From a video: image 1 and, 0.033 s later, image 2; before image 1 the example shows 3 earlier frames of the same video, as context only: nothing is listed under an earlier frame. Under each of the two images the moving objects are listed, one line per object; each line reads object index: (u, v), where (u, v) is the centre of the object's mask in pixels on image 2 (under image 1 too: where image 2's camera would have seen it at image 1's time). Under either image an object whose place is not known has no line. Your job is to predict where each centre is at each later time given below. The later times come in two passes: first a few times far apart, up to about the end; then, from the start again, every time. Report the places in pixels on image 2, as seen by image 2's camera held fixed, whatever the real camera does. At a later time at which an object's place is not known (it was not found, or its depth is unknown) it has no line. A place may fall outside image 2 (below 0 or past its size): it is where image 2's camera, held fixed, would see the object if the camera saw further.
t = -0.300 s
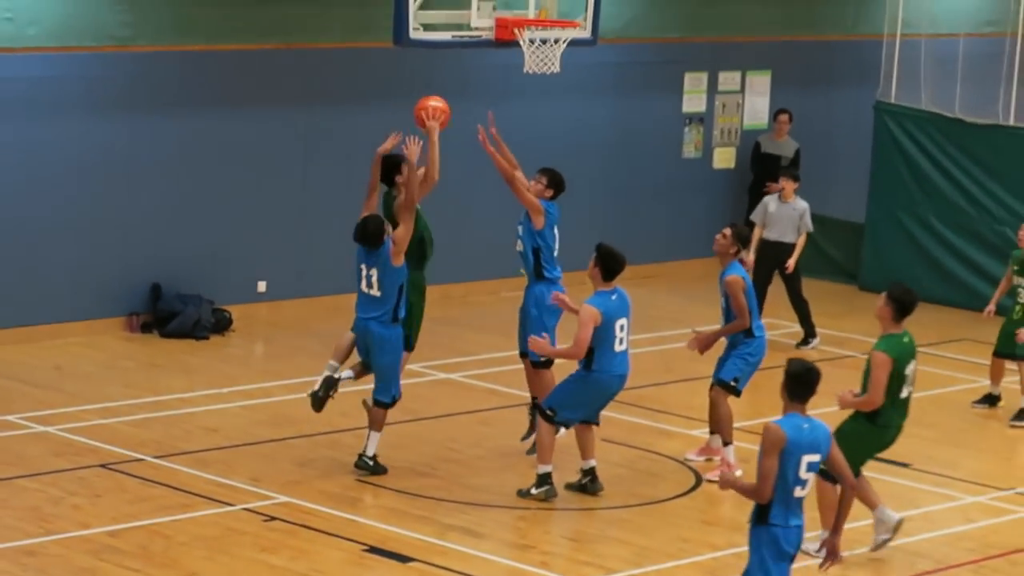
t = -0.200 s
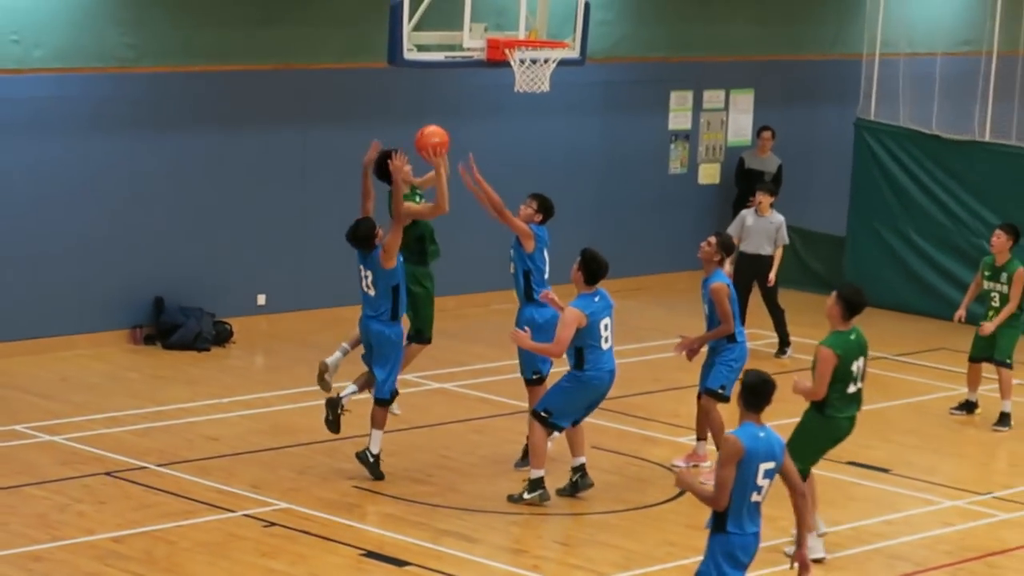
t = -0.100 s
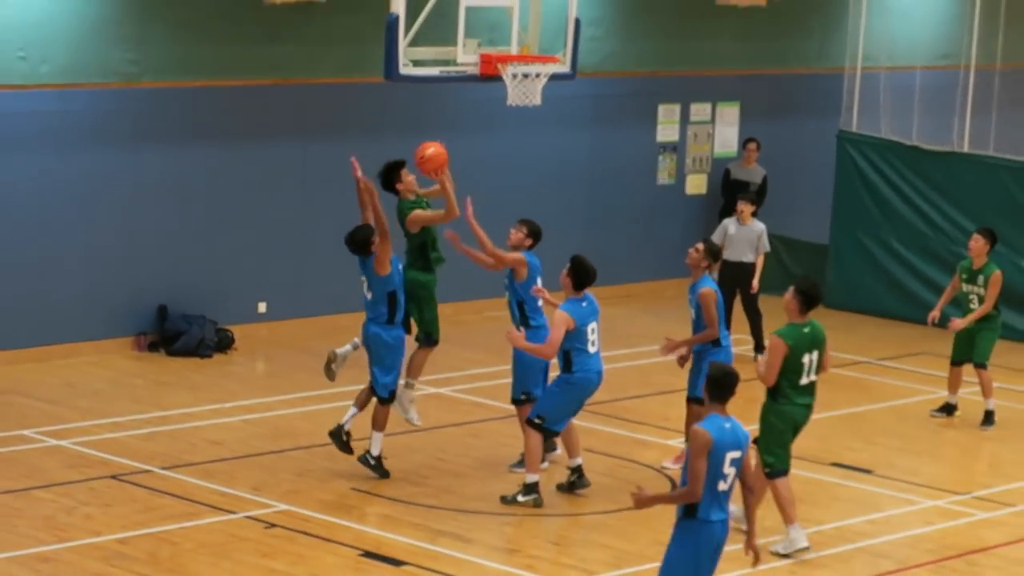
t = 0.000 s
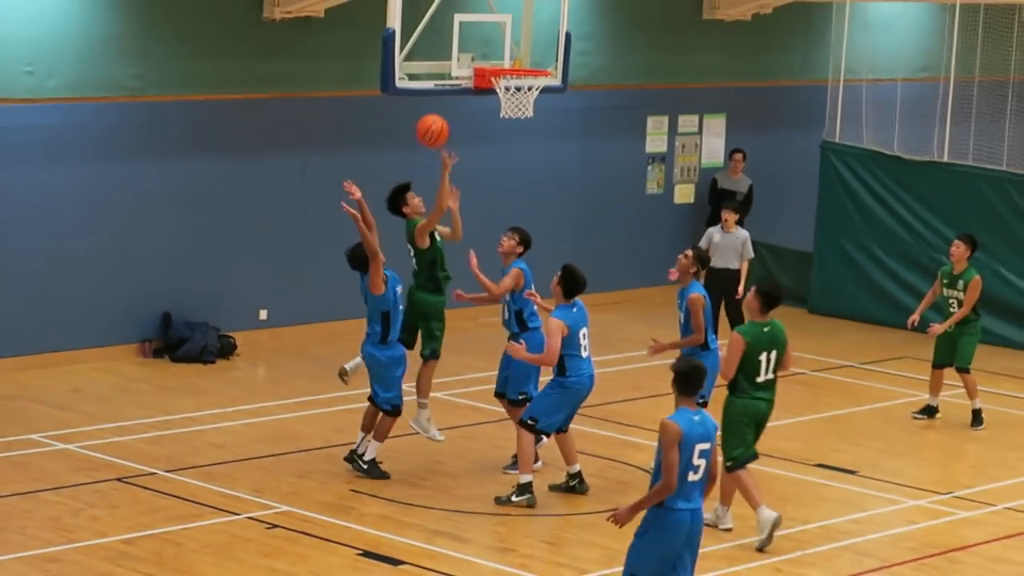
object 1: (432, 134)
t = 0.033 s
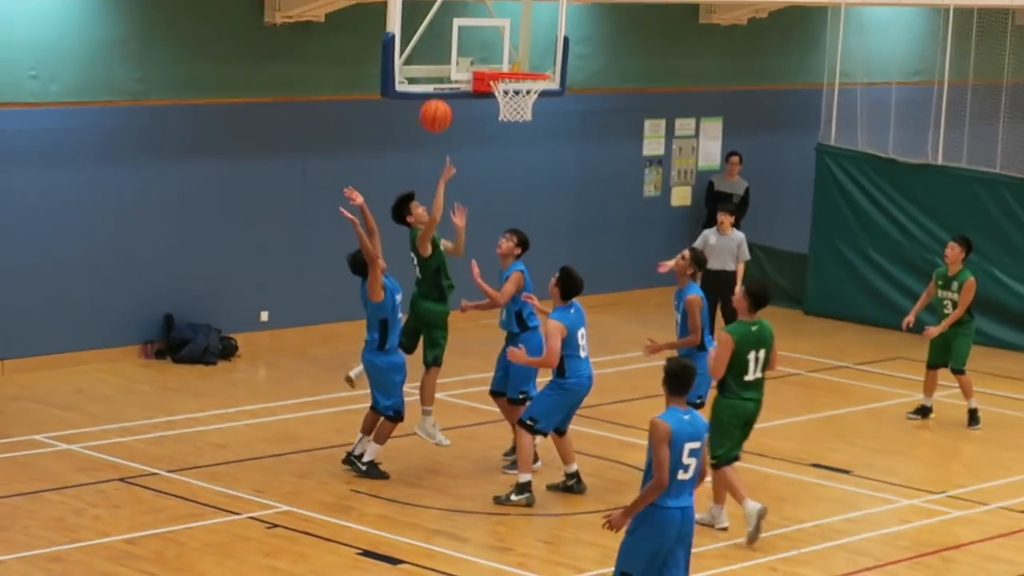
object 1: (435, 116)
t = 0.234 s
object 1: (455, 35)
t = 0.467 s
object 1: (475, 9)
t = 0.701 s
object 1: (497, 39)
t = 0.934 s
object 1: (511, 29)
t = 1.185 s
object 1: (520, 52)
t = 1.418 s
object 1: (518, 124)
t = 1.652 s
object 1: (502, 209)
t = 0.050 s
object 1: (437, 107)
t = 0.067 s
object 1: (439, 99)
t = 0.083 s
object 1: (441, 91)
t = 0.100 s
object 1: (442, 84)
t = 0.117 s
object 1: (444, 76)
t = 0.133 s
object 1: (445, 69)
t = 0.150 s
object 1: (447, 63)
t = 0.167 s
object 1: (449, 57)
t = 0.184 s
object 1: (451, 51)
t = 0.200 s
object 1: (453, 45)
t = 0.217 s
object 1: (453, 41)
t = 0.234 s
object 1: (455, 35)
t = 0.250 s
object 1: (457, 31)
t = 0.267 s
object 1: (458, 27)
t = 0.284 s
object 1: (460, 23)
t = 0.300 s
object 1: (461, 20)
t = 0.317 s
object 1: (463, 18)
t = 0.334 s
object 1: (464, 15)
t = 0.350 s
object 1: (466, 13)
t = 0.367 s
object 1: (467, 11)
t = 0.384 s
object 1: (468, 10)
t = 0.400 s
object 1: (470, 9)
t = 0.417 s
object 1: (471, 9)
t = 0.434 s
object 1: (472, 9)
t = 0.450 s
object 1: (474, 9)
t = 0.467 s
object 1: (475, 9)
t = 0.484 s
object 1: (476, 10)
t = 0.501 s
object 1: (477, 11)
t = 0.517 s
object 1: (479, 13)
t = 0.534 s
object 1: (480, 13)
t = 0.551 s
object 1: (482, 14)
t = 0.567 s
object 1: (484, 16)
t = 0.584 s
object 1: (486, 18)
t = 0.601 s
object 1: (487, 19)
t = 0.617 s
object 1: (489, 22)
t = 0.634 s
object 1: (490, 25)
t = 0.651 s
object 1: (492, 28)
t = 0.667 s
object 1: (494, 31)
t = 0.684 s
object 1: (495, 35)
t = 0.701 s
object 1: (497, 39)
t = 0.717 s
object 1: (498, 44)
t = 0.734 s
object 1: (500, 49)
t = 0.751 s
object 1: (501, 55)
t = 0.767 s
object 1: (503, 58)
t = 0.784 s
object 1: (503, 53)
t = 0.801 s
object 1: (504, 49)
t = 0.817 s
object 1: (505, 45)
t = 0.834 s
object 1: (506, 42)
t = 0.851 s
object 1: (507, 39)
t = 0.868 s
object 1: (508, 36)
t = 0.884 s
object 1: (509, 33)
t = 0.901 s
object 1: (510, 31)
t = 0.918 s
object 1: (511, 30)
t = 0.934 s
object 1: (511, 29)
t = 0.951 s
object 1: (512, 28)
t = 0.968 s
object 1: (512, 28)
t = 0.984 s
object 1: (513, 27)
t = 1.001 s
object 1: (514, 27)
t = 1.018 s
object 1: (514, 28)
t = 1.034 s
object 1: (515, 28)
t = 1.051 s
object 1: (516, 30)
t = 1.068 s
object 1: (516, 31)
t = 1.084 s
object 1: (517, 33)
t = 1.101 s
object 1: (517, 35)
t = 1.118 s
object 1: (518, 38)
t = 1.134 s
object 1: (519, 41)
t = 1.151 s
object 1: (519, 44)
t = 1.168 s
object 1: (519, 48)
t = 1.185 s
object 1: (520, 52)
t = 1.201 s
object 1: (520, 57)
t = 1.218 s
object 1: (521, 61)
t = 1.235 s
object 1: (522, 64)
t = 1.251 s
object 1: (522, 66)
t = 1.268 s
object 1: (522, 78)
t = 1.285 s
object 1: (522, 83)
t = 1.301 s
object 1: (524, 91)
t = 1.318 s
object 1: (526, 95)
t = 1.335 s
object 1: (525, 102)
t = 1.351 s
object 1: (524, 106)
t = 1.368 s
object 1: (523, 109)
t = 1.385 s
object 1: (521, 114)
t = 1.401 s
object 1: (519, 122)
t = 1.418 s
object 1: (518, 124)
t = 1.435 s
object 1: (517, 127)
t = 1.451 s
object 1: (516, 129)
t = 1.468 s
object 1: (515, 133)
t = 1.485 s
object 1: (514, 138)
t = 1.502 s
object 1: (513, 143)
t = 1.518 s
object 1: (512, 149)
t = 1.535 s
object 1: (511, 155)
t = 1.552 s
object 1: (509, 162)
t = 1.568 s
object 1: (508, 169)
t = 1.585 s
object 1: (507, 176)
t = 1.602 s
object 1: (505, 184)
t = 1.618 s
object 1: (504, 192)
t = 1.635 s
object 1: (503, 200)
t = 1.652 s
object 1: (502, 209)
